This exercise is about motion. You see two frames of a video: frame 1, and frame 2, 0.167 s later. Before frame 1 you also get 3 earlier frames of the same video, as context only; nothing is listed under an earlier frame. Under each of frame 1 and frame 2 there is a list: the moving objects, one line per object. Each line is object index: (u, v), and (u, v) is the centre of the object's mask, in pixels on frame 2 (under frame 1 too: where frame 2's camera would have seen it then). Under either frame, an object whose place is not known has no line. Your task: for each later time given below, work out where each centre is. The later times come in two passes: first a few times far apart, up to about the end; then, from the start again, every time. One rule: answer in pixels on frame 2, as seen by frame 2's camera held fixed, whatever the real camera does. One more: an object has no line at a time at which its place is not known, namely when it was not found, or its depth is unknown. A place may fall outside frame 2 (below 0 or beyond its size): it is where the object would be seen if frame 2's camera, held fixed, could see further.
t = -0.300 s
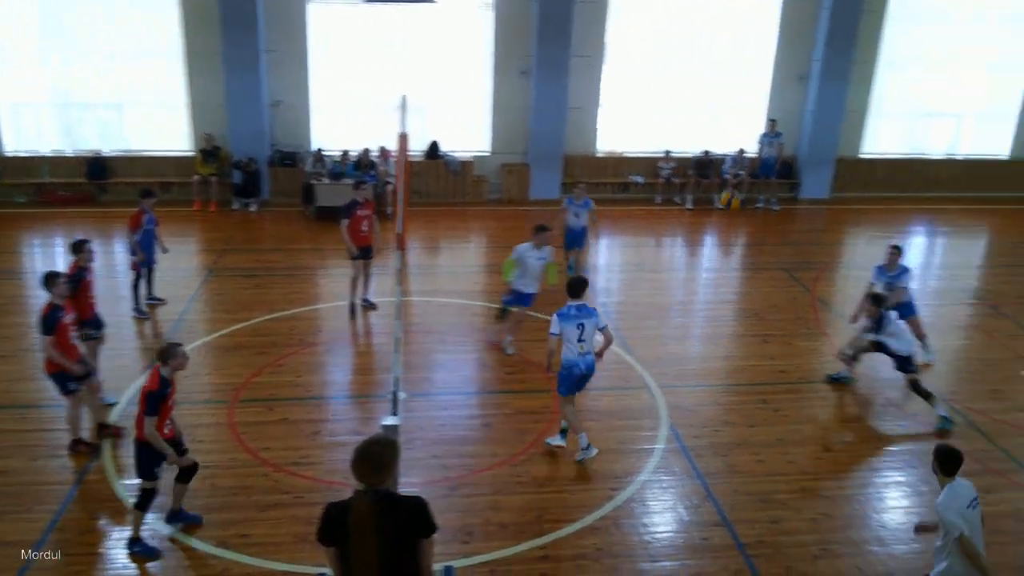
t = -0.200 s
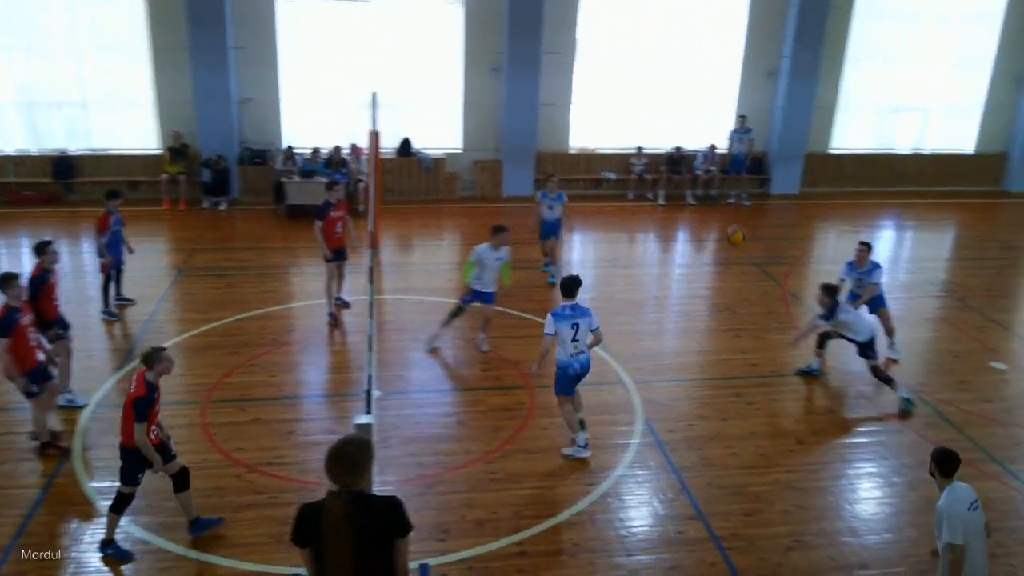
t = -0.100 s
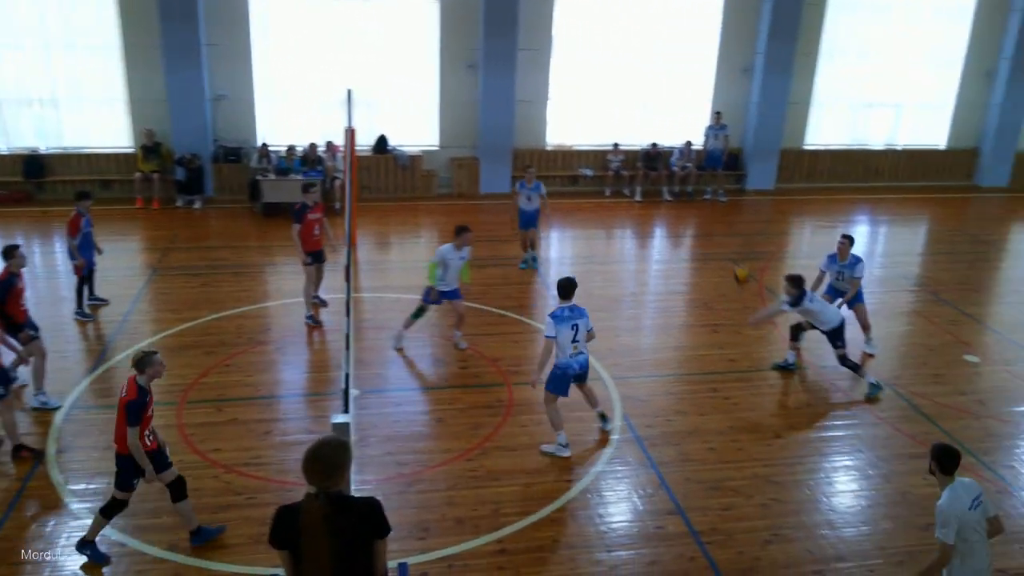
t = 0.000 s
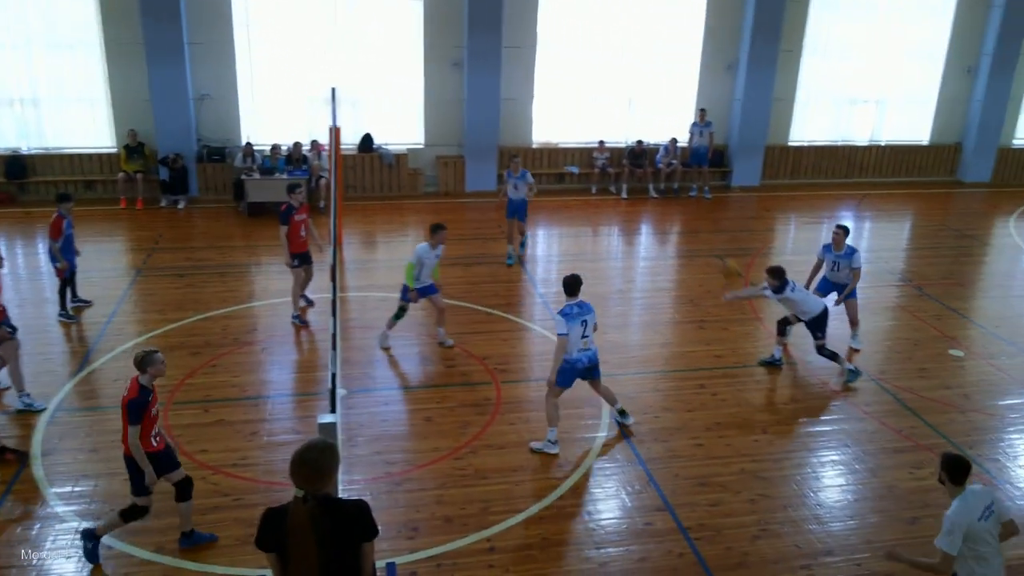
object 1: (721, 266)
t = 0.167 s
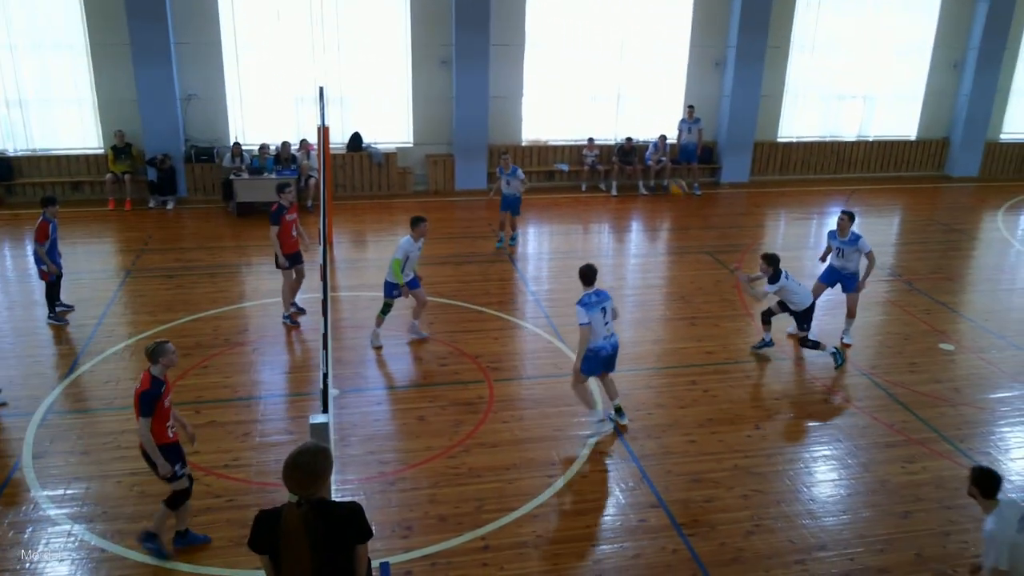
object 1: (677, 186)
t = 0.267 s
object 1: (648, 151)
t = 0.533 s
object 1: (575, 89)
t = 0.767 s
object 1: (509, 86)
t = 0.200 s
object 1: (667, 176)
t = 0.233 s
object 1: (657, 163)
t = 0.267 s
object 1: (648, 151)
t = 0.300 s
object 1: (640, 138)
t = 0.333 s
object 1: (630, 131)
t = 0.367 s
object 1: (621, 120)
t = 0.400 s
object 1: (612, 113)
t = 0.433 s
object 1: (602, 105)
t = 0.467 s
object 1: (593, 99)
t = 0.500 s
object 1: (584, 93)
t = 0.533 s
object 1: (575, 89)
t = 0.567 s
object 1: (565, 85)
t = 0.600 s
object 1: (556, 83)
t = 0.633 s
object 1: (547, 82)
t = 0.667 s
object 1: (537, 81)
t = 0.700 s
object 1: (528, 82)
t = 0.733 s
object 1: (519, 84)
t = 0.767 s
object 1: (509, 86)
